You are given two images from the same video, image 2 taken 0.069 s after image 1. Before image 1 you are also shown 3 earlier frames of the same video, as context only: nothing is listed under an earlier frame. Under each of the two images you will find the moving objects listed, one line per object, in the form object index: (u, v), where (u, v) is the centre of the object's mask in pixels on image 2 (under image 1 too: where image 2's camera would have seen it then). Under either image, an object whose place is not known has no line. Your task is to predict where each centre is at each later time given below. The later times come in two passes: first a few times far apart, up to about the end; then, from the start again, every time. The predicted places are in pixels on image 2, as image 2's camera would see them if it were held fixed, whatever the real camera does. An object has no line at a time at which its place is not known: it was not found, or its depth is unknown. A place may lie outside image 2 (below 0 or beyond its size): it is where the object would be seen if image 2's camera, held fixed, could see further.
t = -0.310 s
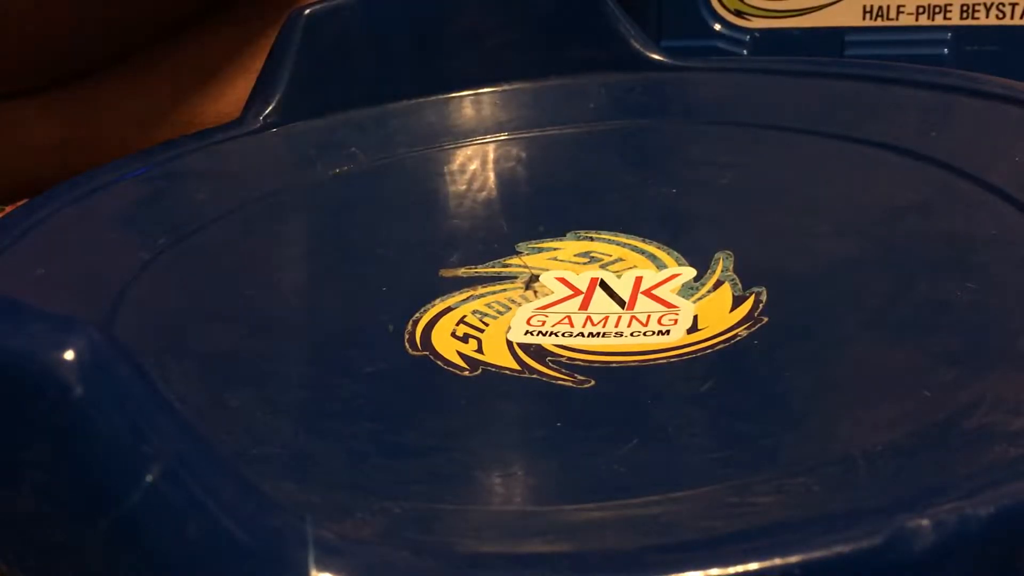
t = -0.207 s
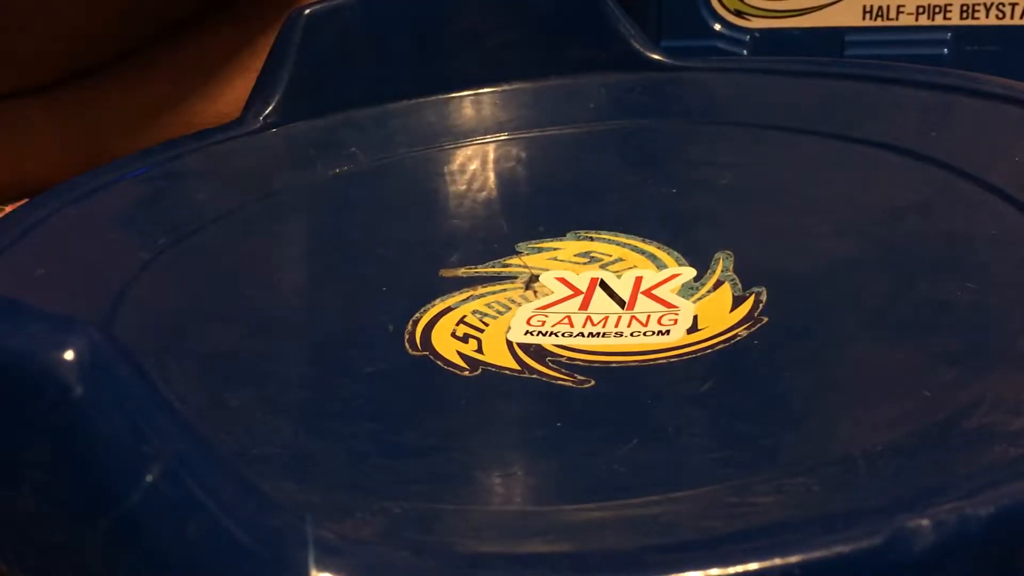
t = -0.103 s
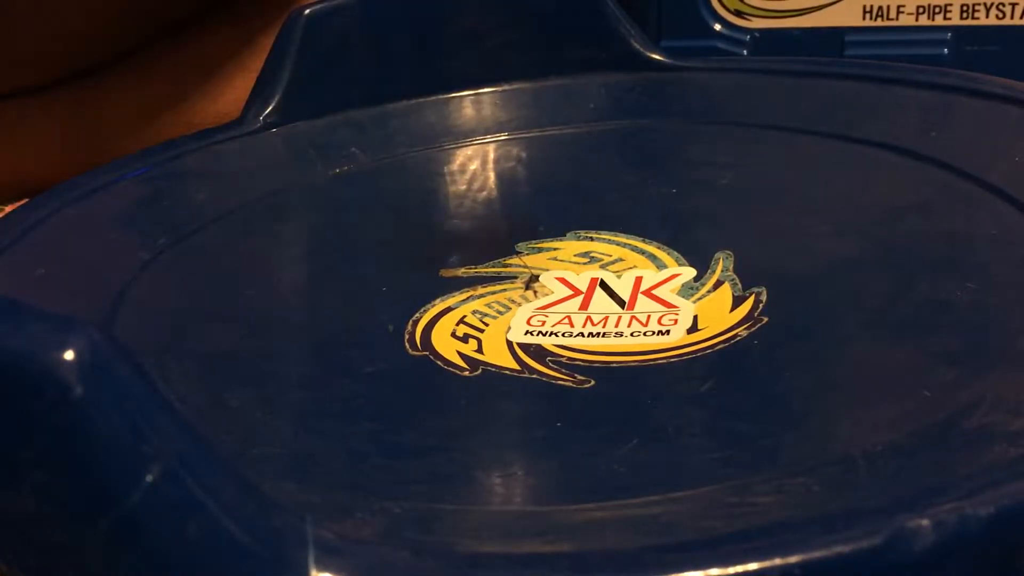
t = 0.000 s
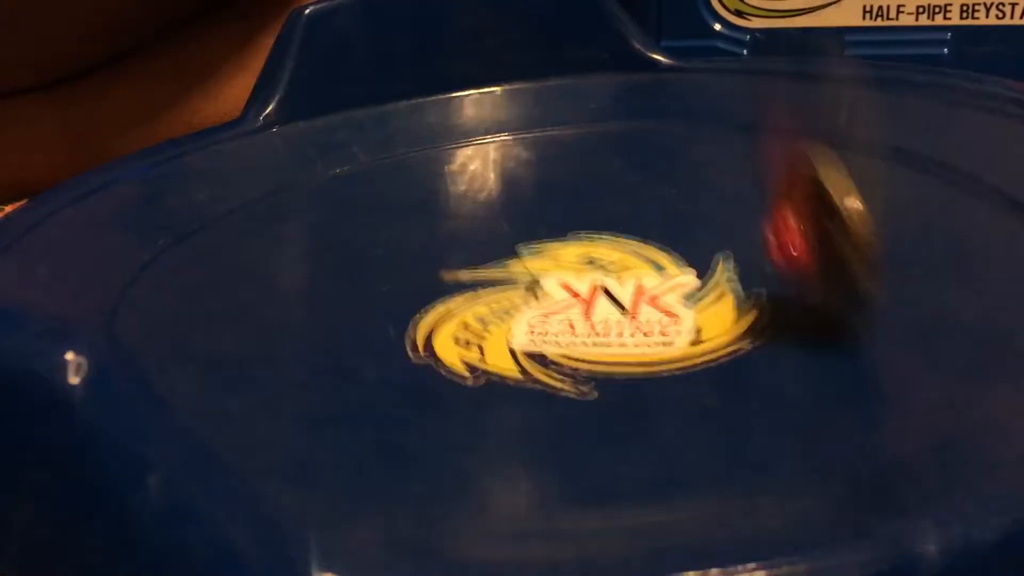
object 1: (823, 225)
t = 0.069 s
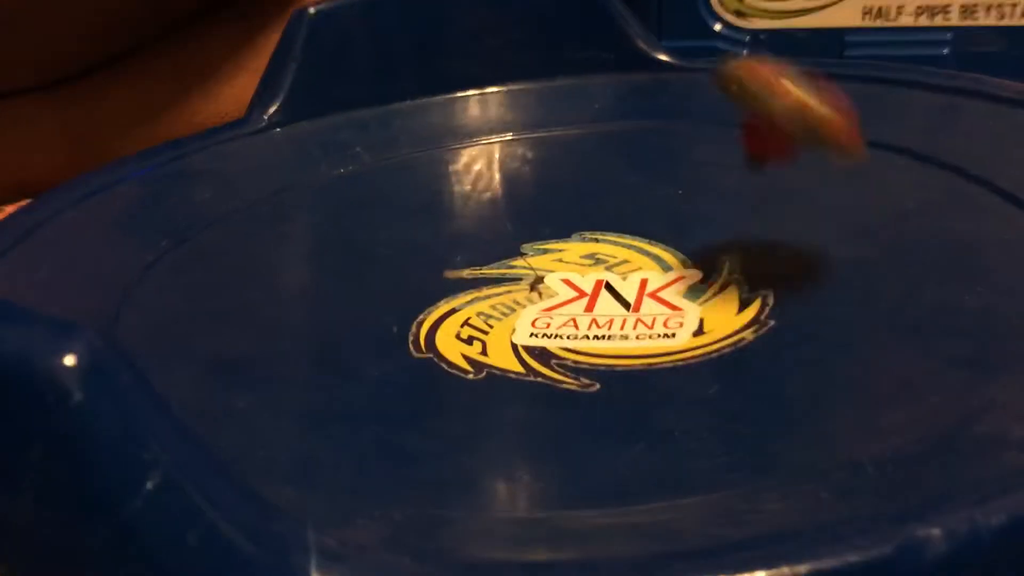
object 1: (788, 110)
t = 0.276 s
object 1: (571, 127)
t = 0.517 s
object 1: (437, 217)
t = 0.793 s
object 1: (488, 223)
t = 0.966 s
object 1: (471, 234)
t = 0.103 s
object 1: (754, 117)
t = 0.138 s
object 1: (732, 164)
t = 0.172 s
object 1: (695, 152)
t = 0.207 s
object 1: (646, 125)
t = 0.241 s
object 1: (607, 126)
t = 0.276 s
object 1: (571, 127)
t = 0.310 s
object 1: (533, 140)
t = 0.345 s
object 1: (487, 166)
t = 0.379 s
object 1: (461, 164)
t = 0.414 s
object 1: (434, 179)
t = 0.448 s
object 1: (420, 191)
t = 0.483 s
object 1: (423, 206)
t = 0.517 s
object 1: (437, 217)
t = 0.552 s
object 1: (456, 224)
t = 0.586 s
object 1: (474, 228)
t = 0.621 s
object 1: (485, 226)
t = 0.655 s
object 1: (488, 224)
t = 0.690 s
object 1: (488, 222)
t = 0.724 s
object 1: (488, 220)
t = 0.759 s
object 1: (488, 221)
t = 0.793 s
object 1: (488, 223)
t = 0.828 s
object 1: (487, 225)
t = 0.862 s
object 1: (484, 230)
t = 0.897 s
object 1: (479, 233)
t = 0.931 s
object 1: (475, 234)
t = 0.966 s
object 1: (471, 234)
